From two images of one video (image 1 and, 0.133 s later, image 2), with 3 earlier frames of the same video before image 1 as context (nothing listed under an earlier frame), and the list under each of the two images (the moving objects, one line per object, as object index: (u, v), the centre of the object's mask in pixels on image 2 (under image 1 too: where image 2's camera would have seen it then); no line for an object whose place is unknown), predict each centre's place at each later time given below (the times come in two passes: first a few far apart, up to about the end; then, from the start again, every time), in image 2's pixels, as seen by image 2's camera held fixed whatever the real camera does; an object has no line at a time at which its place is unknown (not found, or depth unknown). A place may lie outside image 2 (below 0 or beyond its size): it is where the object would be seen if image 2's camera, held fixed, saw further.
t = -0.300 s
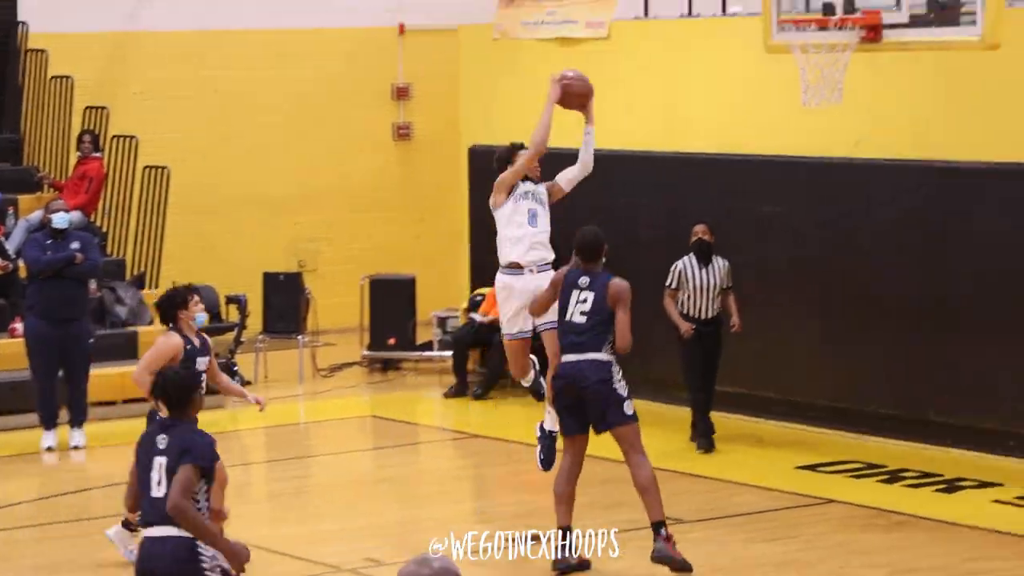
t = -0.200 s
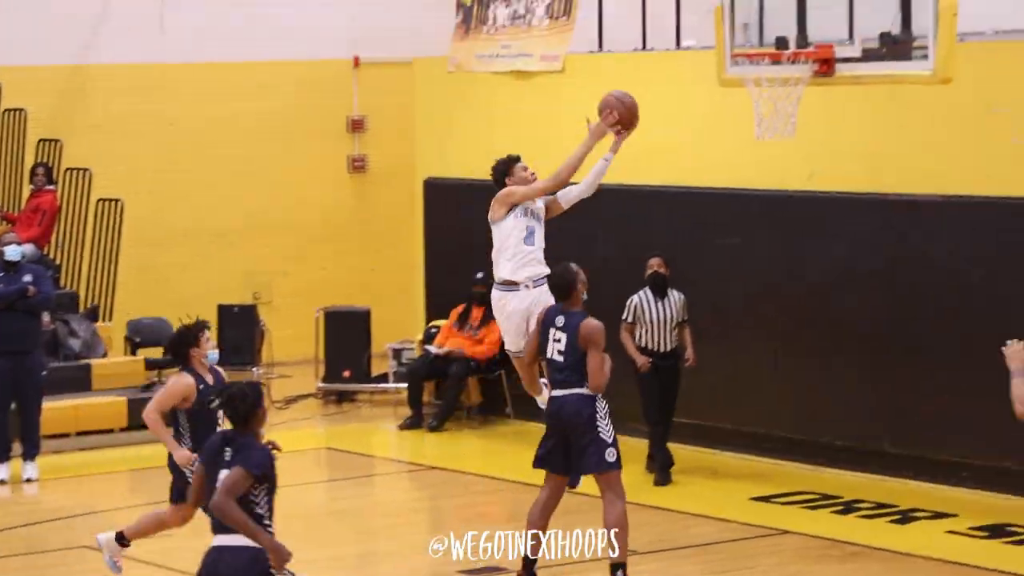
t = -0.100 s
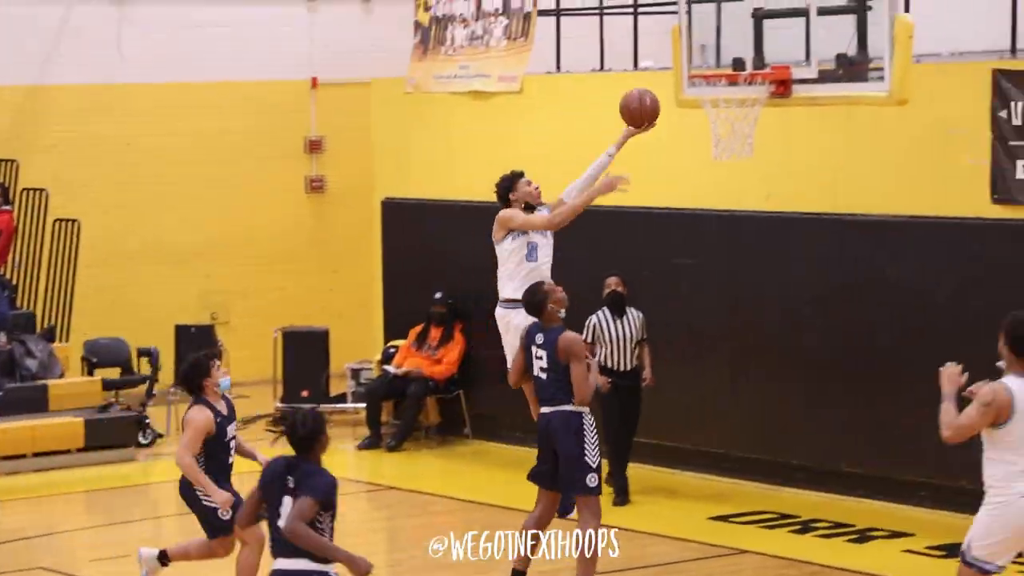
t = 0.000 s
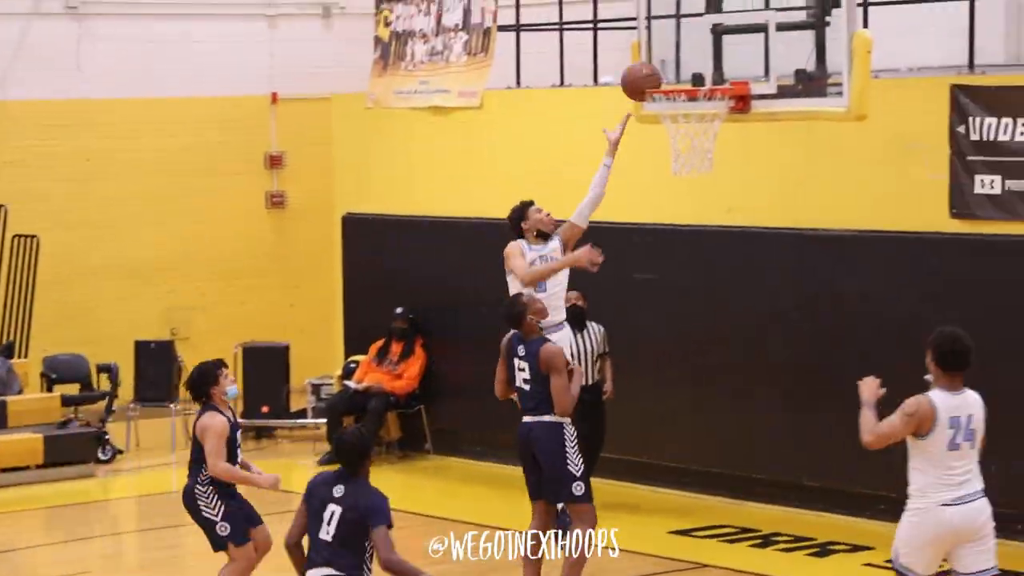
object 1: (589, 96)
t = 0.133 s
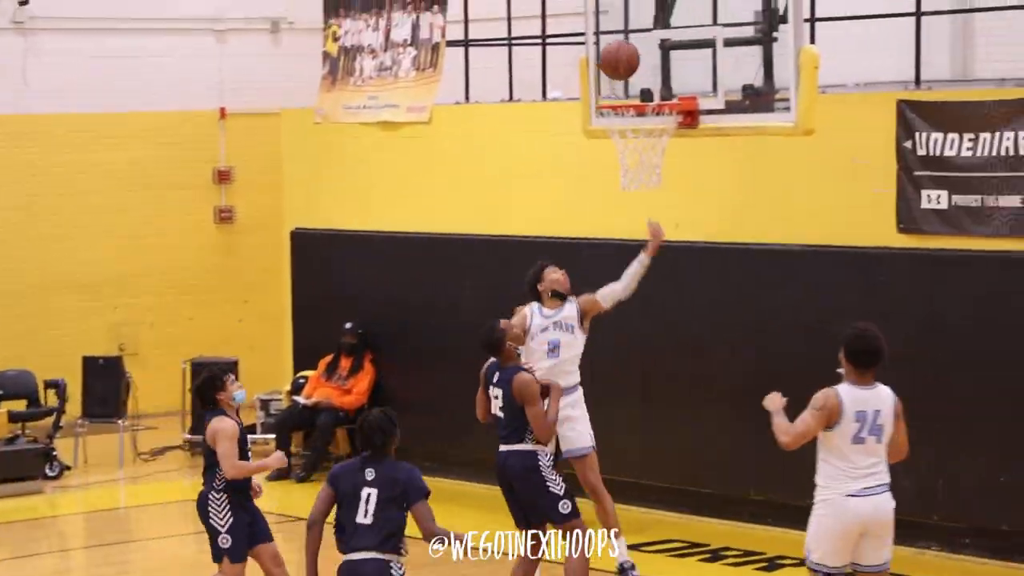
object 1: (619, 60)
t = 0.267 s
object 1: (610, 53)
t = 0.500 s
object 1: (609, 80)
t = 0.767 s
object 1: (645, 88)
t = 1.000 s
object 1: (656, 113)
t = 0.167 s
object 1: (617, 56)
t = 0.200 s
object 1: (615, 53)
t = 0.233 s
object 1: (612, 52)
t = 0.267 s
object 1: (610, 53)
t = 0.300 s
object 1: (607, 56)
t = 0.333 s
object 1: (606, 61)
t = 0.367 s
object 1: (602, 68)
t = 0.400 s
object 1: (600, 77)
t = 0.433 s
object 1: (600, 86)
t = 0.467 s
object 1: (604, 82)
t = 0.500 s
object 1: (609, 80)
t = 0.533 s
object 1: (613, 80)
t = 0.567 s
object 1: (617, 82)
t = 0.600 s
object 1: (621, 85)
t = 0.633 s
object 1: (626, 86)
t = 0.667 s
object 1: (632, 85)
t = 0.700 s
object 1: (637, 85)
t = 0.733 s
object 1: (642, 87)
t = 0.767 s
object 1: (645, 88)
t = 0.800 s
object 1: (649, 87)
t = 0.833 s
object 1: (651, 88)
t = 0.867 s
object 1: (653, 90)
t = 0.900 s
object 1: (655, 90)
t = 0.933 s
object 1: (655, 92)
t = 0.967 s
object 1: (655, 103)
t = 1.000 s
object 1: (656, 113)
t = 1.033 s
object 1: (656, 122)
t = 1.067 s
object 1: (658, 130)
